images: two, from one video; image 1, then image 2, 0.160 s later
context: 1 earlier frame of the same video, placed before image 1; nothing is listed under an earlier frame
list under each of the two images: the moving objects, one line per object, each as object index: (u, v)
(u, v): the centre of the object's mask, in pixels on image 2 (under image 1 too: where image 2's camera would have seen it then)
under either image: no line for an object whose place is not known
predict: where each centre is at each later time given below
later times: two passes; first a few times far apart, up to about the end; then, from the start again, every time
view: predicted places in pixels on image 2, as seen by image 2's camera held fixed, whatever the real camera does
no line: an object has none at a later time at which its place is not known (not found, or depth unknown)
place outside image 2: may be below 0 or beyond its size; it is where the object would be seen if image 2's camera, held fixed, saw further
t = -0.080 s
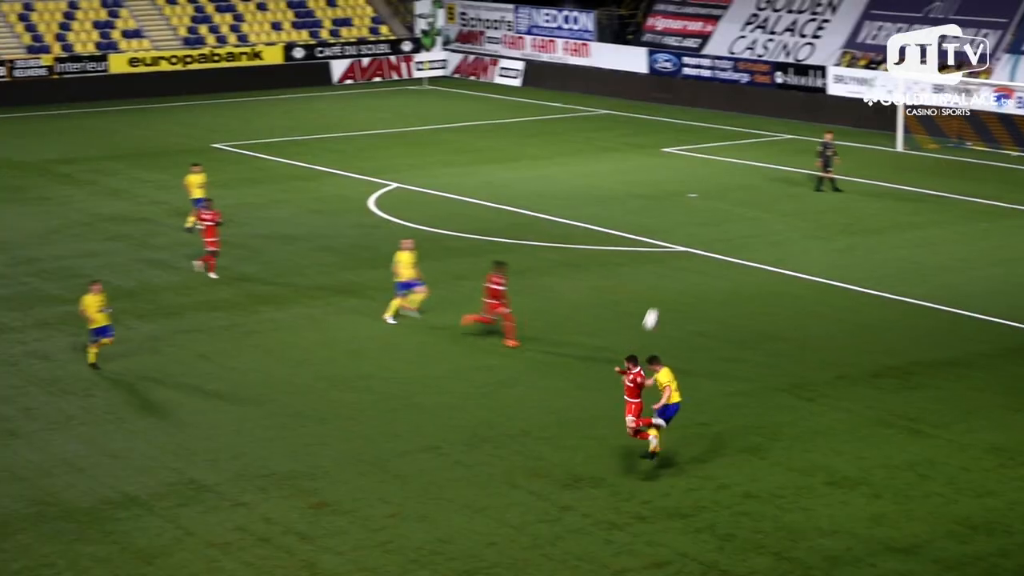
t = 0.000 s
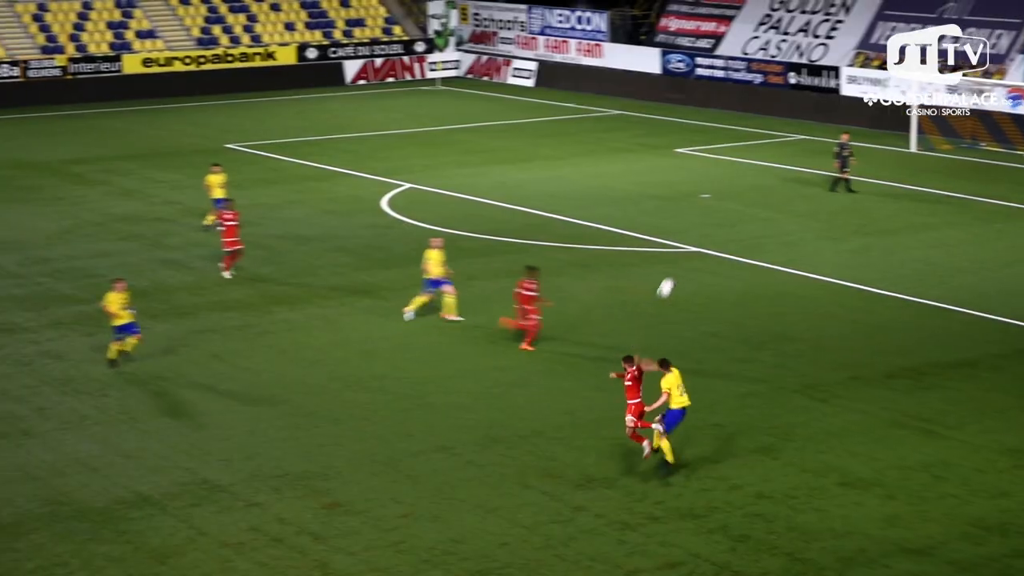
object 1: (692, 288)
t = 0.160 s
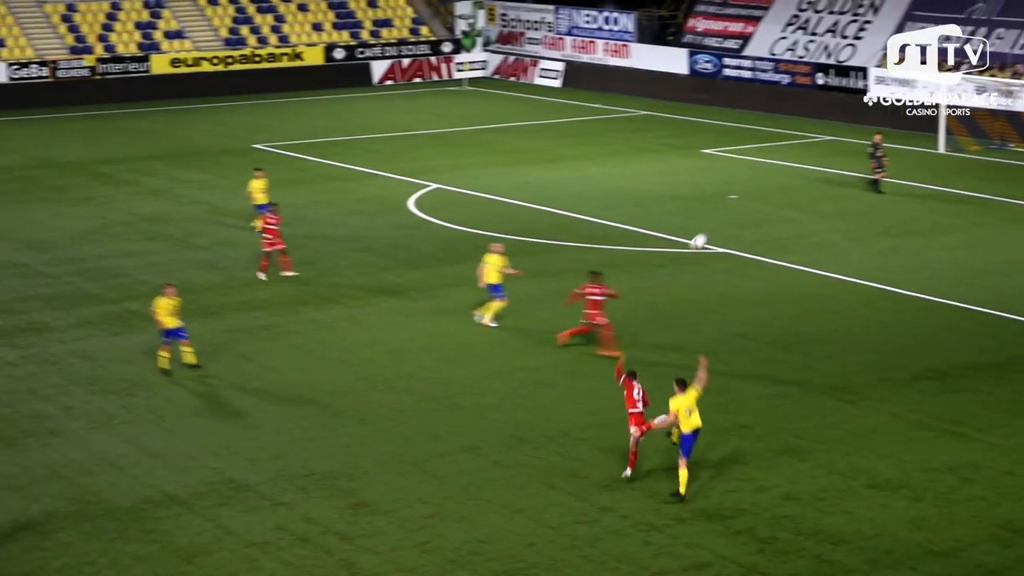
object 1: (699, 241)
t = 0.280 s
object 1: (704, 219)
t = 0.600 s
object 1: (722, 207)
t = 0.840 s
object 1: (738, 237)
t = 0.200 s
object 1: (700, 233)
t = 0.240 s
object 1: (702, 225)
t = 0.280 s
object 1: (704, 219)
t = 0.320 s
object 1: (706, 214)
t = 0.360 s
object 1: (708, 210)
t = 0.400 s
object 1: (710, 207)
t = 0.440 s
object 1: (712, 205)
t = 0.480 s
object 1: (715, 204)
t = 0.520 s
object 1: (717, 204)
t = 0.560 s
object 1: (720, 205)
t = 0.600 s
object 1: (722, 207)
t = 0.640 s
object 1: (725, 210)
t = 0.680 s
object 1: (727, 213)
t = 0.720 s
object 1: (730, 218)
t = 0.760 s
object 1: (733, 224)
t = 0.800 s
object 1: (735, 230)
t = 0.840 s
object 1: (738, 237)
